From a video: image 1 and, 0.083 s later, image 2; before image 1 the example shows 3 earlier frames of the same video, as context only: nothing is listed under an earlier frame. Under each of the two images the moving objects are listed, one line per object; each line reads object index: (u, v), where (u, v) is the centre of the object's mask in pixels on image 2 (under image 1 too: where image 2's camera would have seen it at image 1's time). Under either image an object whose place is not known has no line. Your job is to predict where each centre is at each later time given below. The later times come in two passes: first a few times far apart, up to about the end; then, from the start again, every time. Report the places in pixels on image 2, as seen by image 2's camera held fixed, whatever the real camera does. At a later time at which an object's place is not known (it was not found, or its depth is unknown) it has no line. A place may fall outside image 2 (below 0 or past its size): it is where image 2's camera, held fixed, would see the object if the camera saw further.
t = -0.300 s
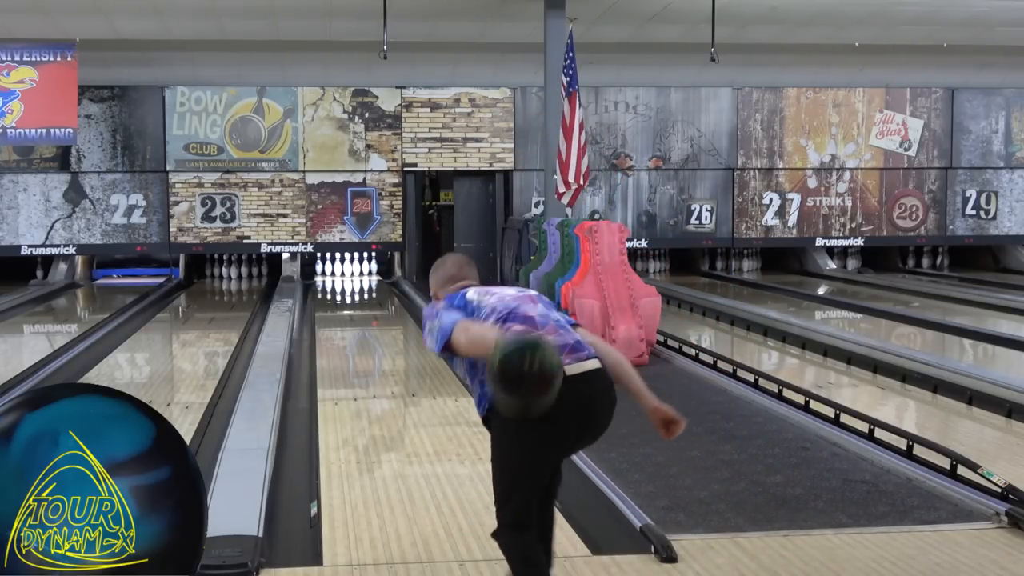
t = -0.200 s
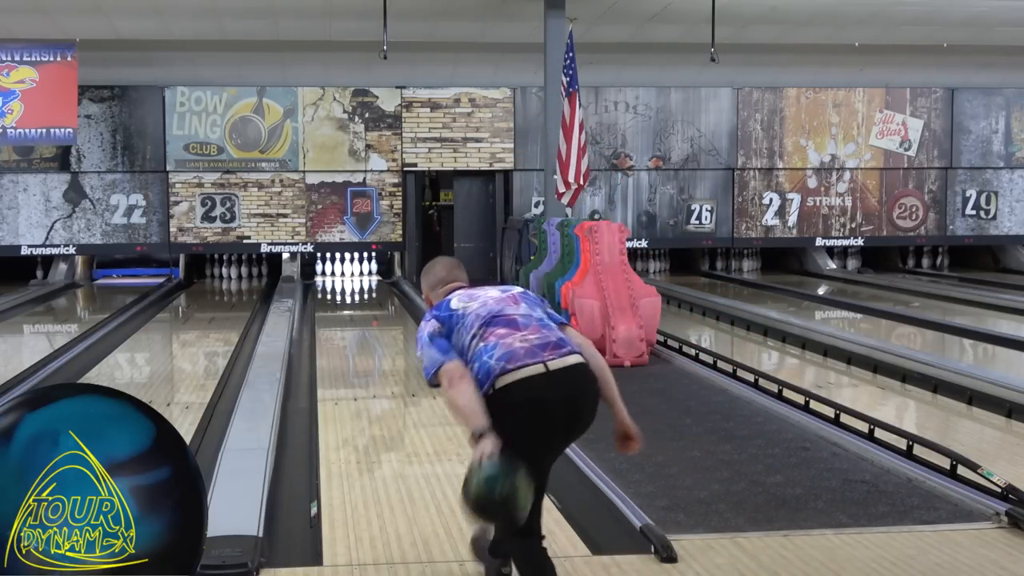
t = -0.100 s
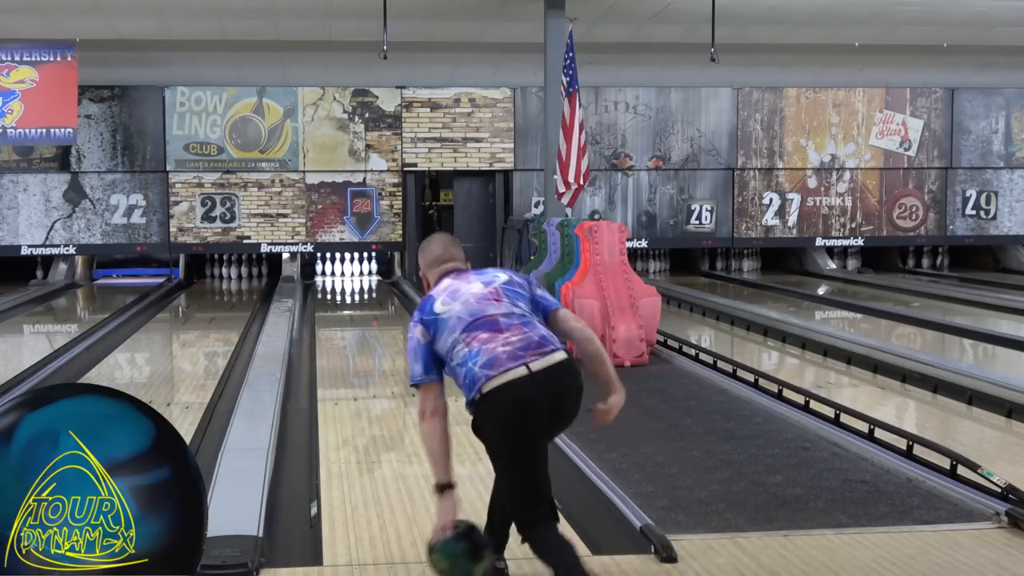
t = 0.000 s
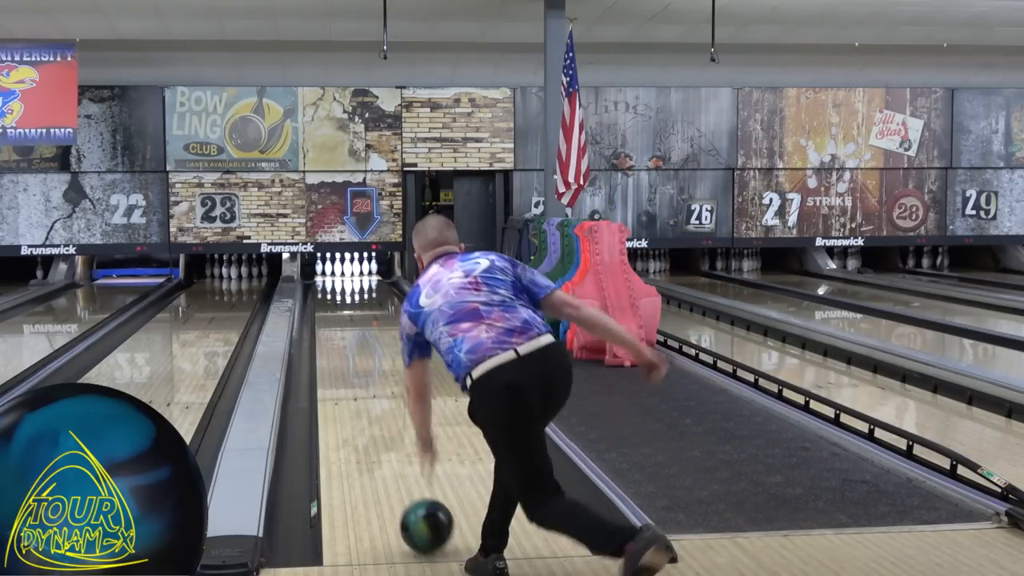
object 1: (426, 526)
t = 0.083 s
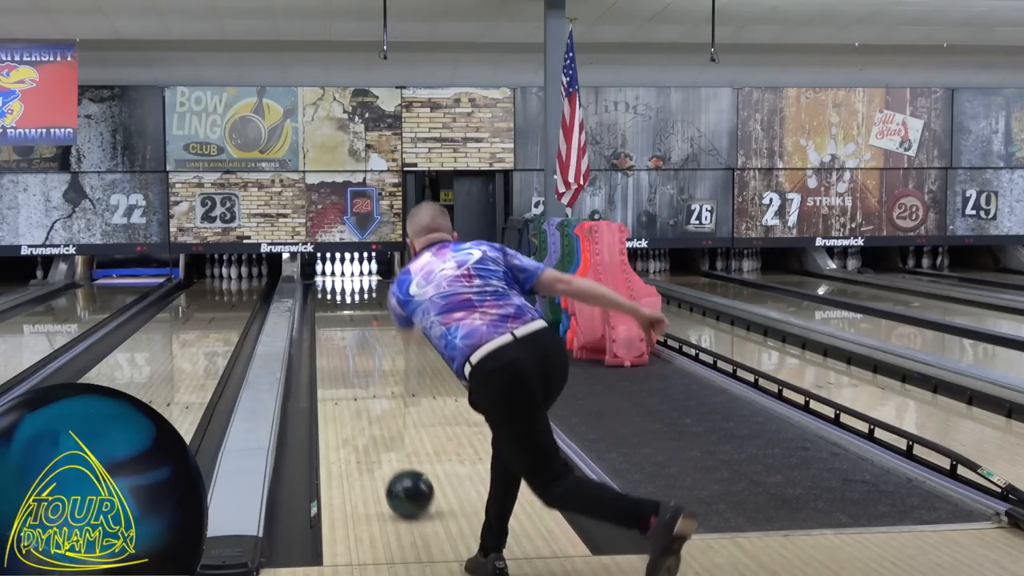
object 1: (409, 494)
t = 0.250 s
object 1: (385, 441)
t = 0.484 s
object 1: (362, 392)
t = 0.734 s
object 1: (347, 358)
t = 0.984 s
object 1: (337, 333)
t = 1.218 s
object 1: (331, 317)
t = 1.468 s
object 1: (328, 303)
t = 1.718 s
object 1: (327, 291)
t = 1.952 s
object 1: (330, 283)
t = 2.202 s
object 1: (338, 276)
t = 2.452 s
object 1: (346, 271)
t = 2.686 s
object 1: (355, 268)
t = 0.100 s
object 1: (407, 488)
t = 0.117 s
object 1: (404, 482)
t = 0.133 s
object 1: (401, 476)
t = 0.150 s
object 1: (399, 470)
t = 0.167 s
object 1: (396, 465)
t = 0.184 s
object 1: (393, 460)
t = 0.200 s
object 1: (391, 455)
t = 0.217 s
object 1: (389, 450)
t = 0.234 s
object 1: (387, 446)
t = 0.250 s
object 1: (385, 441)
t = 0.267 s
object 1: (383, 437)
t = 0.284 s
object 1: (381, 433)
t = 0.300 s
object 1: (379, 429)
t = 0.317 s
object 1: (377, 425)
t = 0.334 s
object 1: (375, 421)
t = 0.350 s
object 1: (374, 418)
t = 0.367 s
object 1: (372, 414)
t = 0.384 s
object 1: (370, 411)
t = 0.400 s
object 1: (369, 408)
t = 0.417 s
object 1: (367, 404)
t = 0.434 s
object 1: (366, 401)
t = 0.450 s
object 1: (365, 399)
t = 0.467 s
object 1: (363, 395)
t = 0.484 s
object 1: (362, 392)
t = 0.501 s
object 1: (361, 390)
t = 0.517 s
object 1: (360, 387)
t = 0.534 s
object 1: (359, 385)
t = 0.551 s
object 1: (358, 382)
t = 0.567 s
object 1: (356, 380)
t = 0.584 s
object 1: (355, 377)
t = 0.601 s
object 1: (354, 375)
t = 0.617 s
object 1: (353, 372)
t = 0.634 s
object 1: (352, 370)
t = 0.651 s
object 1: (351, 368)
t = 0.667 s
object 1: (350, 366)
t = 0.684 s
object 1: (349, 364)
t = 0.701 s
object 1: (349, 362)
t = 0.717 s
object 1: (348, 360)
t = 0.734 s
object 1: (347, 358)
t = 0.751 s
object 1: (346, 356)
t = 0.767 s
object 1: (345, 354)
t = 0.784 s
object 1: (345, 352)
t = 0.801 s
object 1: (344, 350)
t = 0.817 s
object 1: (343, 349)
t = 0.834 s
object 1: (342, 347)
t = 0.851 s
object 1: (342, 345)
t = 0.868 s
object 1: (341, 344)
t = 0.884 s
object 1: (340, 342)
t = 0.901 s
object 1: (340, 341)
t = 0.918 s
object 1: (339, 339)
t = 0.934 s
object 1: (339, 338)
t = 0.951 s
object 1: (338, 336)
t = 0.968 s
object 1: (338, 335)
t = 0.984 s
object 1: (337, 333)
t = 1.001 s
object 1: (337, 332)
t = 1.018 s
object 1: (336, 331)
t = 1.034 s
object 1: (336, 329)
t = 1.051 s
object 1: (335, 328)
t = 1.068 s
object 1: (335, 327)
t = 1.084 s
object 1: (334, 326)
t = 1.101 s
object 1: (334, 324)
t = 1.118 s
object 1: (333, 323)
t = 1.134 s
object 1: (333, 322)
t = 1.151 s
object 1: (333, 321)
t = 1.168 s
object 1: (332, 320)
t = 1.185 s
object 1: (332, 318)
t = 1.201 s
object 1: (332, 317)
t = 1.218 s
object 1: (331, 317)
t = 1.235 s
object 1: (331, 316)
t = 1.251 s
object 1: (331, 315)
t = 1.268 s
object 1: (330, 314)
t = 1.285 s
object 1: (330, 313)
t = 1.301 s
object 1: (330, 312)
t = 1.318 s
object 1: (329, 311)
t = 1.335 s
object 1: (329, 310)
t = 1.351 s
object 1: (329, 309)
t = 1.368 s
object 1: (329, 308)
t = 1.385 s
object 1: (329, 307)
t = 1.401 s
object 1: (329, 306)
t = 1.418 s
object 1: (328, 305)
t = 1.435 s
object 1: (328, 304)
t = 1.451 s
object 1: (328, 303)
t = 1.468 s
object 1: (328, 303)
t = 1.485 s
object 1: (328, 302)
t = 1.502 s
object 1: (328, 301)
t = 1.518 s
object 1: (328, 300)
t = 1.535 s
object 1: (327, 299)
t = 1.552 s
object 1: (328, 298)
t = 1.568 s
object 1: (327, 298)
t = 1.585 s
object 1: (328, 297)
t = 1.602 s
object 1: (327, 296)
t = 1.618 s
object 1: (327, 295)
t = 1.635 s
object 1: (327, 295)
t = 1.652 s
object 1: (328, 294)
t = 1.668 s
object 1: (328, 294)
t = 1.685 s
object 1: (327, 293)
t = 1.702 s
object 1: (327, 292)
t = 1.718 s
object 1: (327, 291)
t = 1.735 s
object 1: (327, 291)
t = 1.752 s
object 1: (328, 290)
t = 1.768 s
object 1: (327, 290)
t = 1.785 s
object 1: (328, 289)
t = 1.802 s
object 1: (328, 288)
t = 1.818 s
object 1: (328, 288)
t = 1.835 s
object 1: (328, 287)
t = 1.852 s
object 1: (329, 287)
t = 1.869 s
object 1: (329, 286)
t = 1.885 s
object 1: (329, 285)
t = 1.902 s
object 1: (329, 285)
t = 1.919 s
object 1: (329, 285)
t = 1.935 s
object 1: (330, 284)
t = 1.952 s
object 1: (330, 283)
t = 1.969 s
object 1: (330, 283)
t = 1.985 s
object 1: (332, 282)
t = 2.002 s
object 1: (332, 282)
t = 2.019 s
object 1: (332, 281)
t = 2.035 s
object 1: (333, 281)
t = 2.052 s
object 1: (333, 280)
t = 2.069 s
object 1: (334, 280)
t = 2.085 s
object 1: (334, 279)
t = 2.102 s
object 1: (335, 279)
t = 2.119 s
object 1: (336, 278)
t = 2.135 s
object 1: (336, 278)
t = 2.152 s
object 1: (337, 277)
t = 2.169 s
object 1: (337, 277)
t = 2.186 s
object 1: (338, 276)
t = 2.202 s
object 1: (338, 276)
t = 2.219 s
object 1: (339, 275)
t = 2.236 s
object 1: (339, 275)
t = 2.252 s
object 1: (340, 275)
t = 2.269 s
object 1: (341, 274)
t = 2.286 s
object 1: (341, 274)
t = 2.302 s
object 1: (342, 273)
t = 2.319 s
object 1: (342, 273)
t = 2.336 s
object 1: (343, 273)
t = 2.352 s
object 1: (344, 273)
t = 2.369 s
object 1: (344, 272)
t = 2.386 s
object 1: (345, 272)
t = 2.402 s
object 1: (345, 272)
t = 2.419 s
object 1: (346, 271)
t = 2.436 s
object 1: (346, 271)
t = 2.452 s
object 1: (346, 271)
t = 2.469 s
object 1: (346, 270)
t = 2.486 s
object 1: (345, 270)
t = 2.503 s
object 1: (347, 270)
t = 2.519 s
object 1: (348, 269)
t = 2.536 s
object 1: (349, 268)
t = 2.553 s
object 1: (349, 268)
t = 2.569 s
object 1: (349, 268)
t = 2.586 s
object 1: (350, 267)
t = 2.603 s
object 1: (352, 268)
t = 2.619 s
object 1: (353, 267)
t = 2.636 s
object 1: (354, 267)
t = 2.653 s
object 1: (354, 267)
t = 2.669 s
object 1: (355, 267)
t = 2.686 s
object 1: (355, 268)
